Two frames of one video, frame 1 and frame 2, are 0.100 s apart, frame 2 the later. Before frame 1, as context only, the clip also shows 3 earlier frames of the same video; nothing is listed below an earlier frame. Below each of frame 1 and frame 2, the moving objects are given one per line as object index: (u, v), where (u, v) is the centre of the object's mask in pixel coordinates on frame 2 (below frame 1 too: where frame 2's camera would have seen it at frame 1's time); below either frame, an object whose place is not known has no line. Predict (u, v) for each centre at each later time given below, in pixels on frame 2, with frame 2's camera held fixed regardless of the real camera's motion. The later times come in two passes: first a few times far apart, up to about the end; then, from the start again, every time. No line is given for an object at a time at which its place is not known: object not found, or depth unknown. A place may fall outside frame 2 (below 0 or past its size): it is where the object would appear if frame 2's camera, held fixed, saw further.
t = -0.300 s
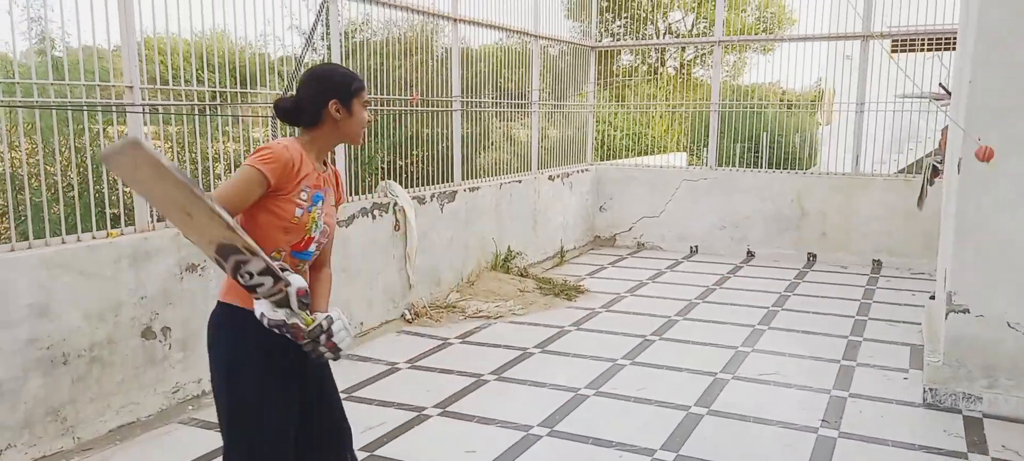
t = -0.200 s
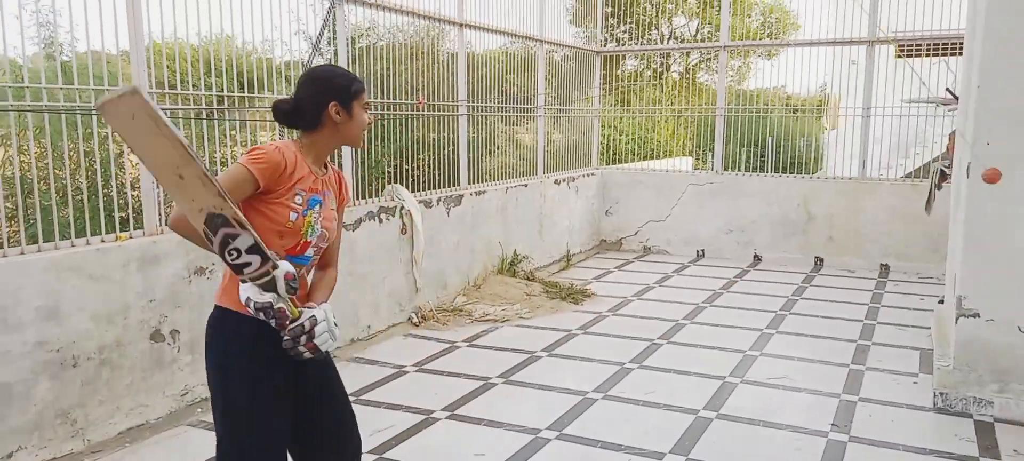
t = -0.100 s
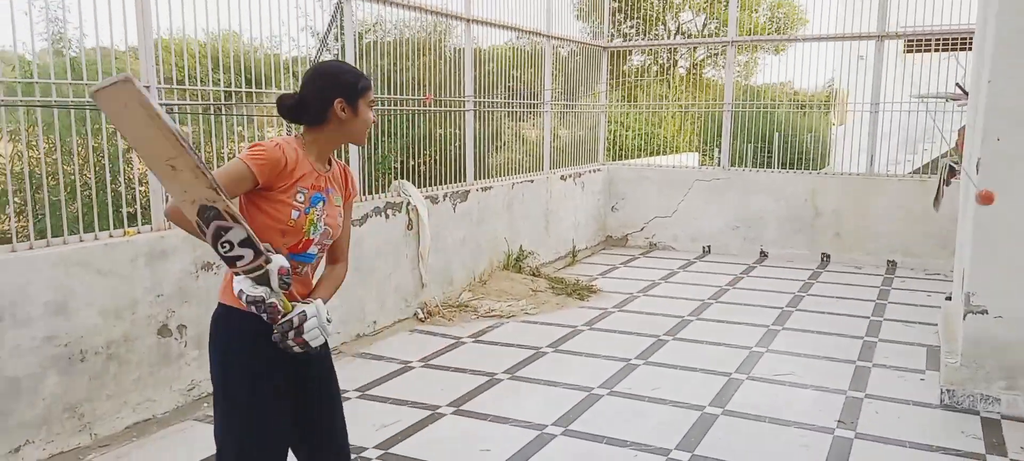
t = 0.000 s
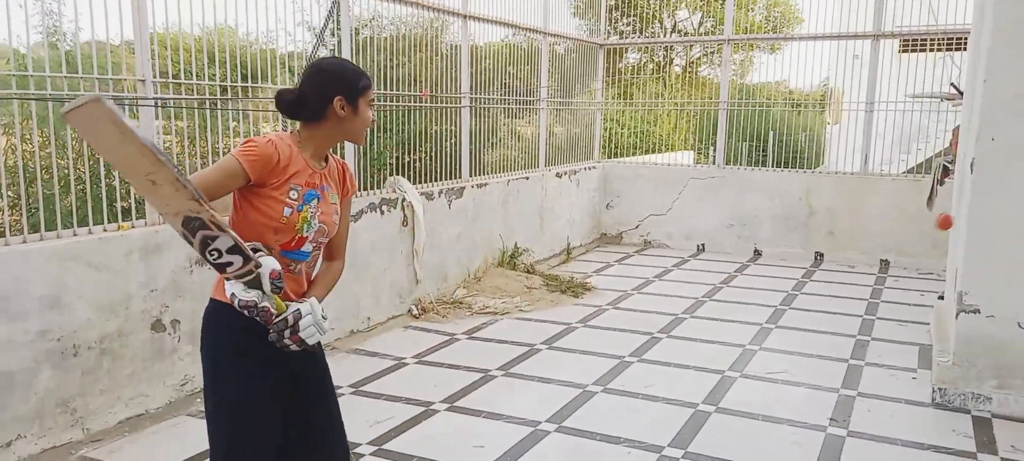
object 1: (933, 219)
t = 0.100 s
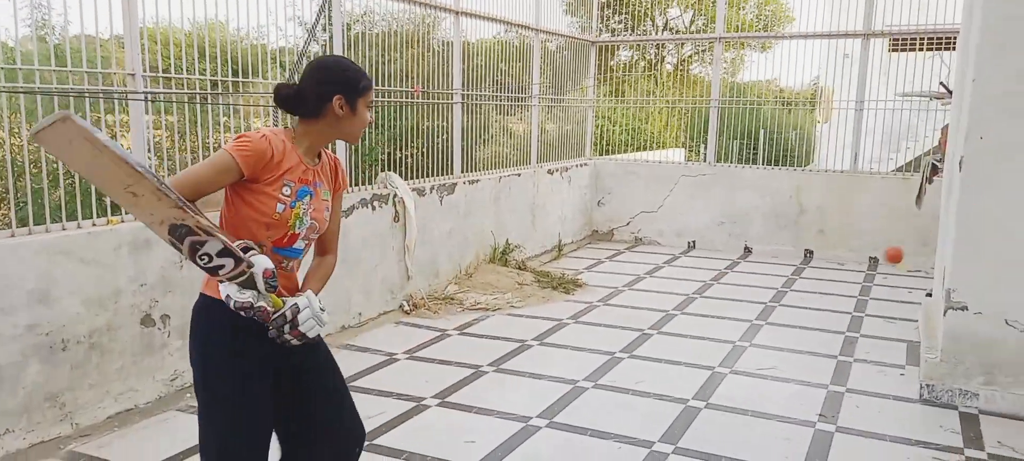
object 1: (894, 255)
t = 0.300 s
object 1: (796, 356)
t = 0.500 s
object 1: (639, 417)
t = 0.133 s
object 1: (880, 269)
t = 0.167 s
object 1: (864, 286)
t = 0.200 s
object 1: (848, 303)
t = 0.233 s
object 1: (832, 321)
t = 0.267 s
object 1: (815, 339)
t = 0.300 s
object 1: (796, 356)
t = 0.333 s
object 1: (776, 369)
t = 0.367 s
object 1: (753, 379)
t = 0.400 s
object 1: (728, 388)
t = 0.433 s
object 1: (701, 396)
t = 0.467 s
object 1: (672, 406)
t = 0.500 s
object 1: (639, 417)
